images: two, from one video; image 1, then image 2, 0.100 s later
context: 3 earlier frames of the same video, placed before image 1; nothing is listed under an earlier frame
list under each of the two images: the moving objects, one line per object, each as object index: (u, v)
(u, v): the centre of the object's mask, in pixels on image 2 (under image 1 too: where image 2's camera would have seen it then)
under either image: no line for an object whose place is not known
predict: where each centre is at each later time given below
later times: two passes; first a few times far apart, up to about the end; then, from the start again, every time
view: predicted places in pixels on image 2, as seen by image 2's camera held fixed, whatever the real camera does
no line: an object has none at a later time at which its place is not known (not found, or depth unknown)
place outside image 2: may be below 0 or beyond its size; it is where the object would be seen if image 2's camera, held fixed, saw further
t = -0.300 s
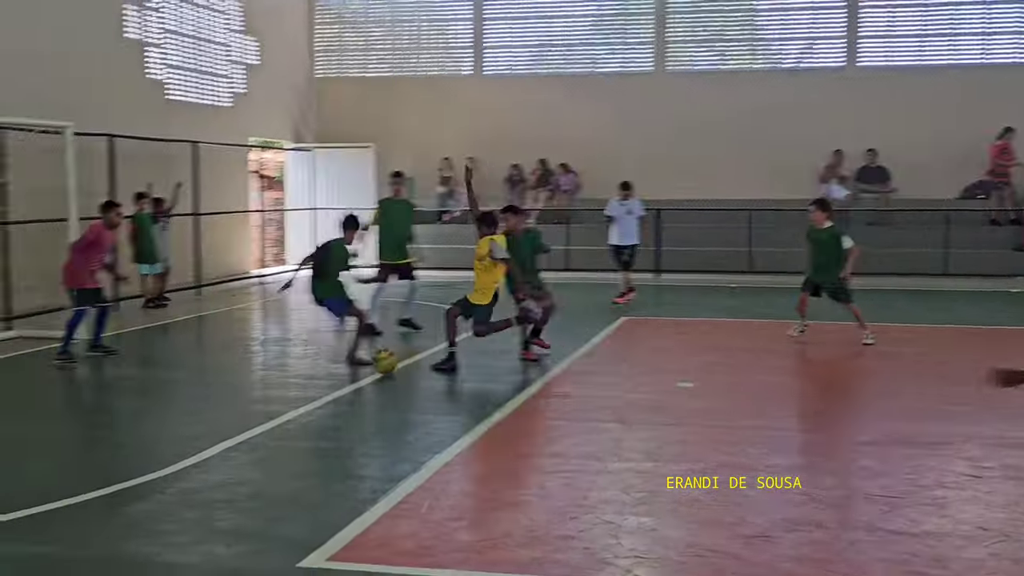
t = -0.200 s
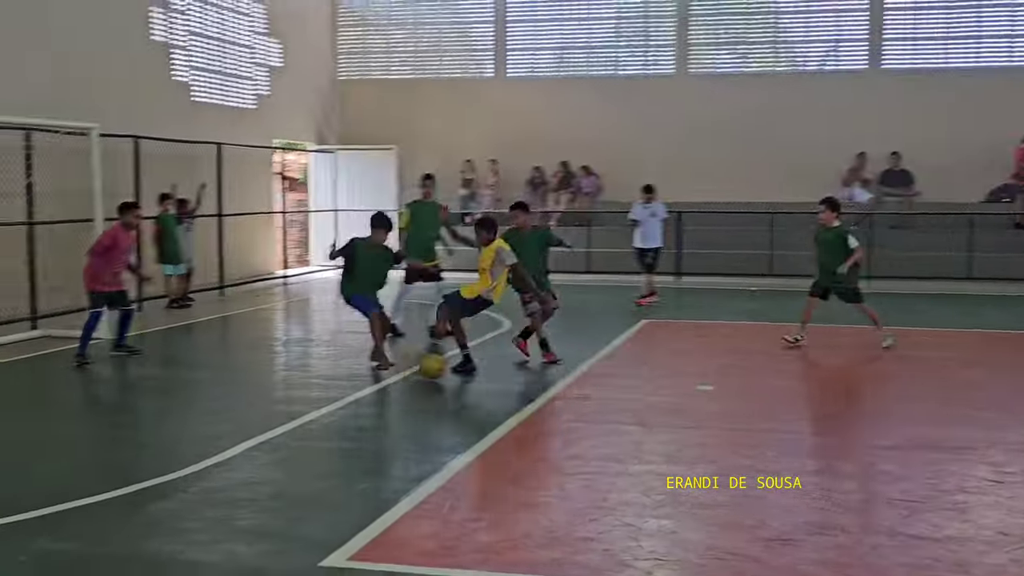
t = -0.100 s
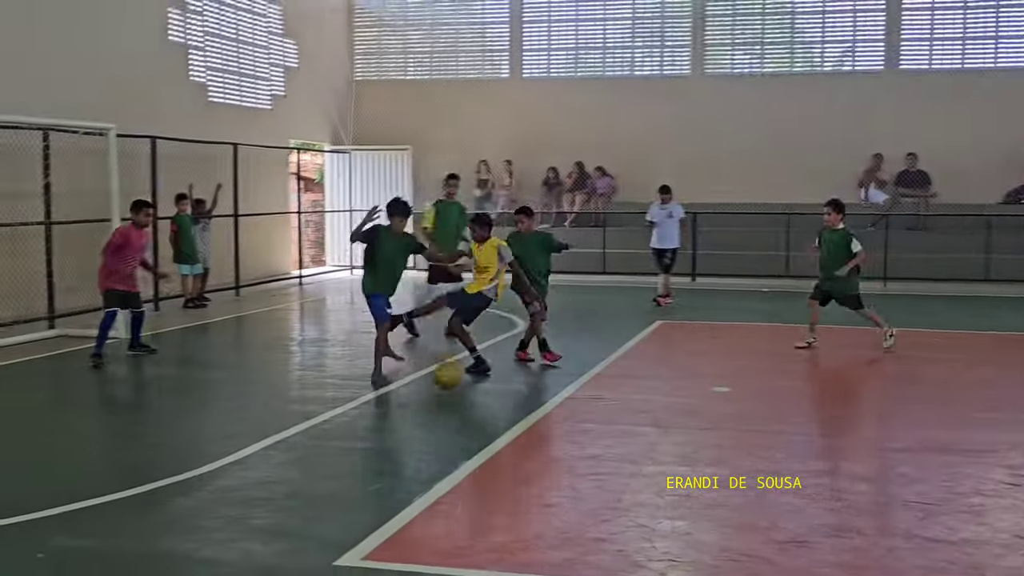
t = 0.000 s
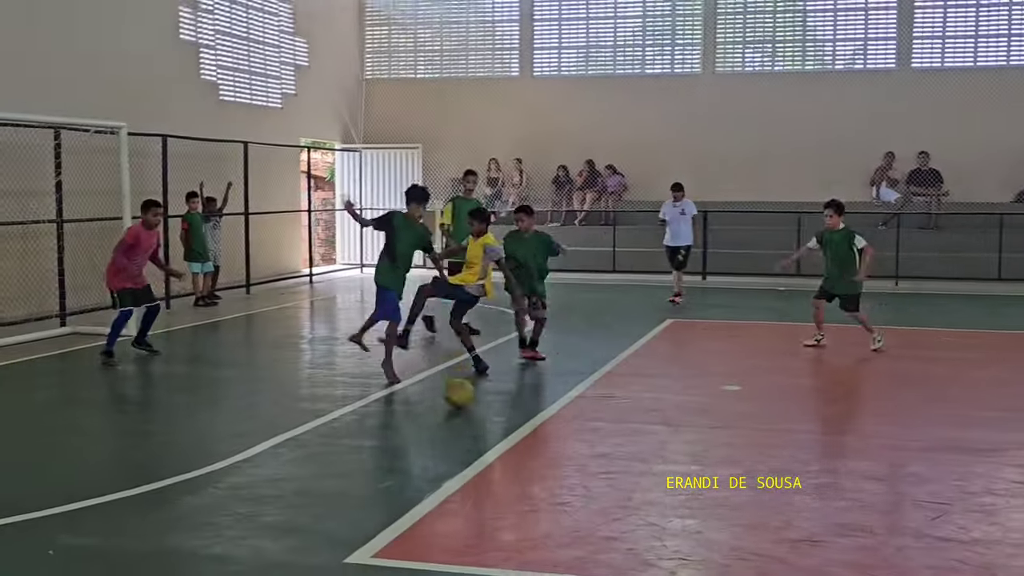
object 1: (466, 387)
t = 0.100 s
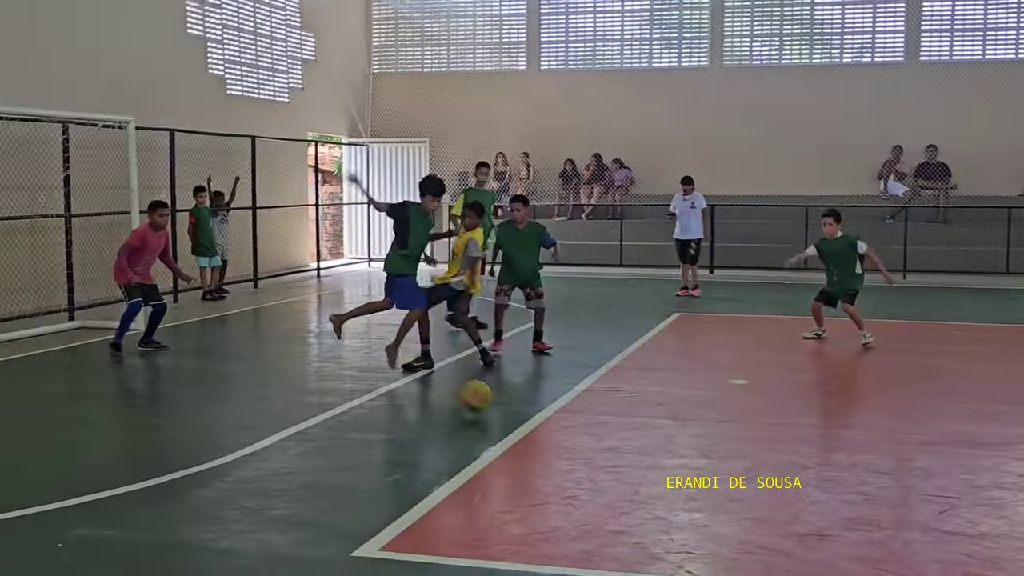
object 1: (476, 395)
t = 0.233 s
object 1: (494, 418)
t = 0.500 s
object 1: (547, 467)
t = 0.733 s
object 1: (615, 518)
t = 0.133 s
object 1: (480, 403)
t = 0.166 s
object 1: (483, 411)
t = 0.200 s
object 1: (488, 413)
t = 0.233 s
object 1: (494, 418)
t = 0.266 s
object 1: (500, 425)
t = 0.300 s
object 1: (504, 428)
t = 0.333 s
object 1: (512, 432)
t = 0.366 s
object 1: (518, 439)
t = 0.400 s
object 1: (525, 448)
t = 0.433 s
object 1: (532, 453)
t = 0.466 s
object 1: (540, 458)
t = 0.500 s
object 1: (547, 467)
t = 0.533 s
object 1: (556, 473)
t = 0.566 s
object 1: (564, 479)
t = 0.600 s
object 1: (573, 487)
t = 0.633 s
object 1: (583, 494)
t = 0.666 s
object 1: (593, 502)
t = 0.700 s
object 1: (604, 511)
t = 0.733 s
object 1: (615, 518)
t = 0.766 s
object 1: (625, 528)
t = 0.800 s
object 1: (638, 536)
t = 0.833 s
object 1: (651, 546)
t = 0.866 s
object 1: (665, 559)
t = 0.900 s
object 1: (679, 567)
